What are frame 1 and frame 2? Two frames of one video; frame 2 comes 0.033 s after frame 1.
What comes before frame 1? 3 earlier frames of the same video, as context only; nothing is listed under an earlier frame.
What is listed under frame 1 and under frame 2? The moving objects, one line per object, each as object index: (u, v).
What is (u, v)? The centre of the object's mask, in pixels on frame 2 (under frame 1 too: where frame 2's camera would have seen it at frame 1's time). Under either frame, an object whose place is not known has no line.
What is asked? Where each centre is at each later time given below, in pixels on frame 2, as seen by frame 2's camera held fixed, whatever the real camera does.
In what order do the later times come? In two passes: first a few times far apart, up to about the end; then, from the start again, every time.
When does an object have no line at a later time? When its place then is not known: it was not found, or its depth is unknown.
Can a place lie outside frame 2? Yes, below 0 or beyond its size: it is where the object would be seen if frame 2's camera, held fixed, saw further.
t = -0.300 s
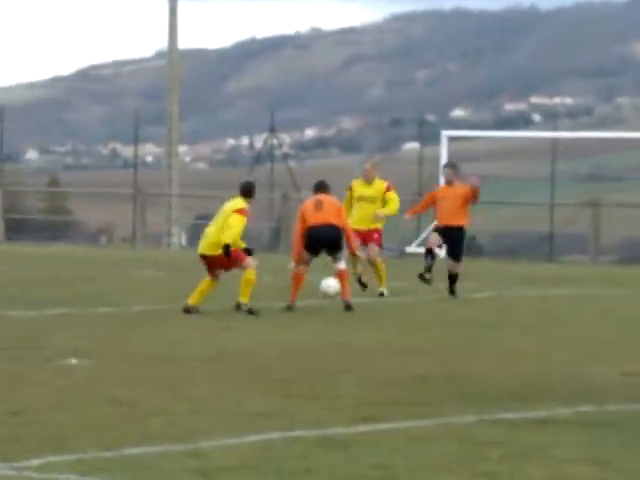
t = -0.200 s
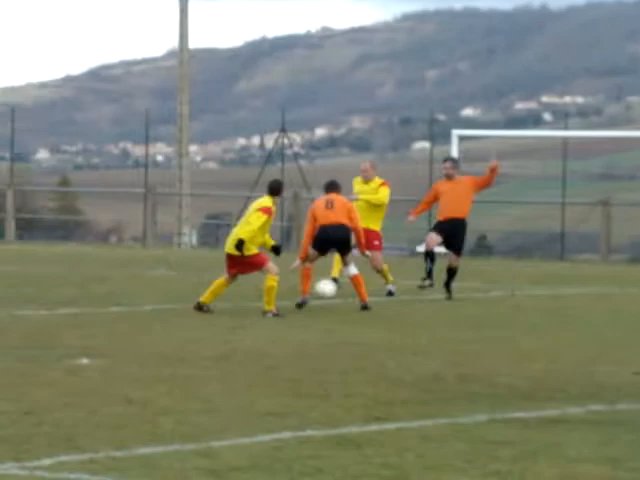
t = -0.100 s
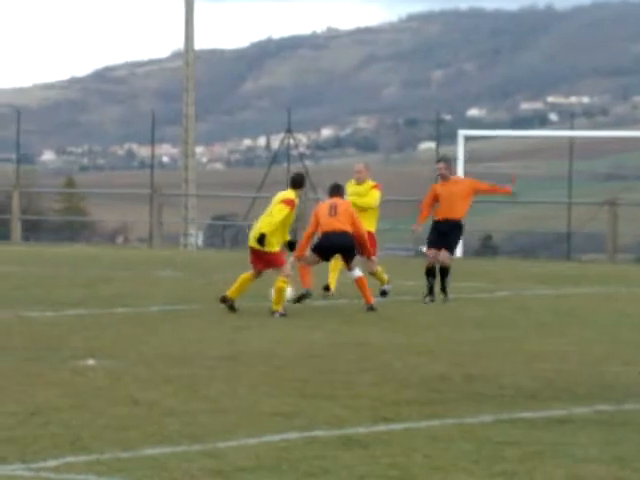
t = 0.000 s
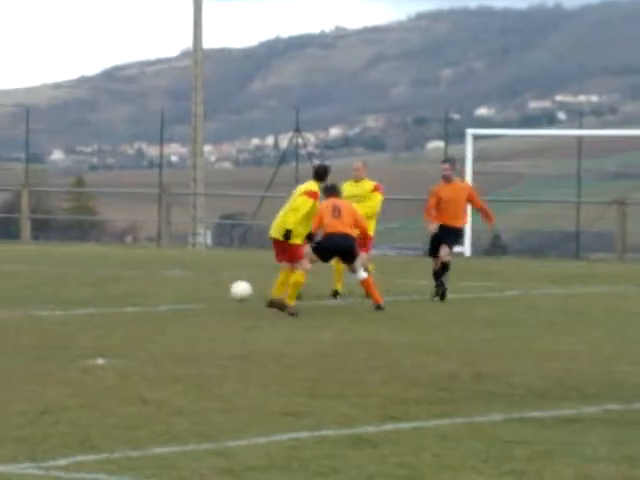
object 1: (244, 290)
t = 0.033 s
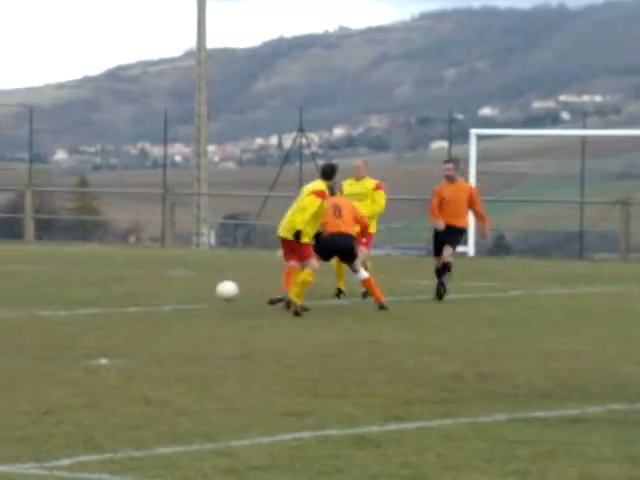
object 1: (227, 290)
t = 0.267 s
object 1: (98, 296)
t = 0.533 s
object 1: (-50, 298)
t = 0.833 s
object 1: (-219, 315)
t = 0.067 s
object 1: (209, 291)
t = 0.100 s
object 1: (190, 293)
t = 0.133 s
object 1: (172, 296)
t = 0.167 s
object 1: (153, 299)
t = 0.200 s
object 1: (135, 299)
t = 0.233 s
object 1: (117, 296)
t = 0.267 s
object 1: (98, 296)
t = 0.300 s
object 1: (79, 297)
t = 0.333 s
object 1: (61, 299)
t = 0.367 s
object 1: (41, 301)
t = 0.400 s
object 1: (20, 306)
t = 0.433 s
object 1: (2, 308)
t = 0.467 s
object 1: (-15, 304)
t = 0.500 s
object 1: (-33, 301)
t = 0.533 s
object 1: (-50, 298)
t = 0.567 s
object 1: (-69, 299)
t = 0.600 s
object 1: (-87, 300)
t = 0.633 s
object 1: (-106, 303)
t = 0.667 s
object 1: (-125, 305)
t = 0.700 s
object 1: (-145, 311)
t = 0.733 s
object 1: (-165, 318)
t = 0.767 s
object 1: (-183, 318)
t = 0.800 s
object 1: (-201, 316)
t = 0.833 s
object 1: (-219, 315)
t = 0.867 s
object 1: (-238, 315)
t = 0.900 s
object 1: (-257, 317)
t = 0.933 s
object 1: (-276, 320)
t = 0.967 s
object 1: (-296, 325)
